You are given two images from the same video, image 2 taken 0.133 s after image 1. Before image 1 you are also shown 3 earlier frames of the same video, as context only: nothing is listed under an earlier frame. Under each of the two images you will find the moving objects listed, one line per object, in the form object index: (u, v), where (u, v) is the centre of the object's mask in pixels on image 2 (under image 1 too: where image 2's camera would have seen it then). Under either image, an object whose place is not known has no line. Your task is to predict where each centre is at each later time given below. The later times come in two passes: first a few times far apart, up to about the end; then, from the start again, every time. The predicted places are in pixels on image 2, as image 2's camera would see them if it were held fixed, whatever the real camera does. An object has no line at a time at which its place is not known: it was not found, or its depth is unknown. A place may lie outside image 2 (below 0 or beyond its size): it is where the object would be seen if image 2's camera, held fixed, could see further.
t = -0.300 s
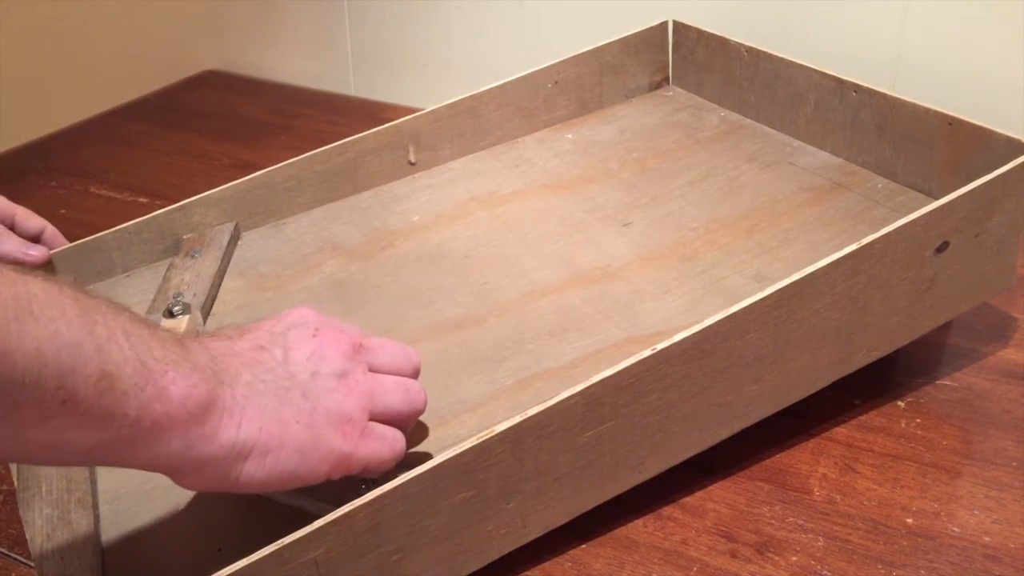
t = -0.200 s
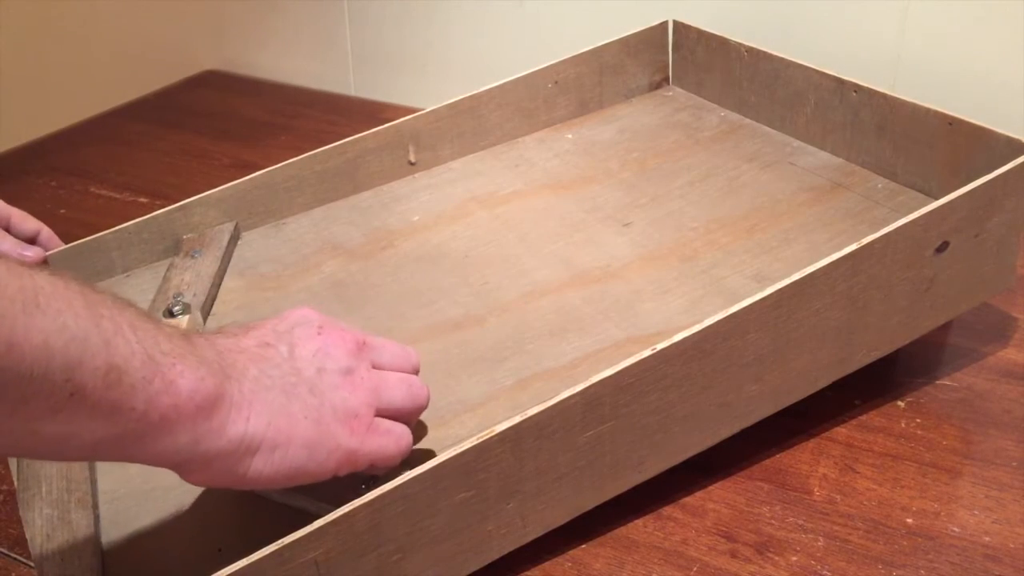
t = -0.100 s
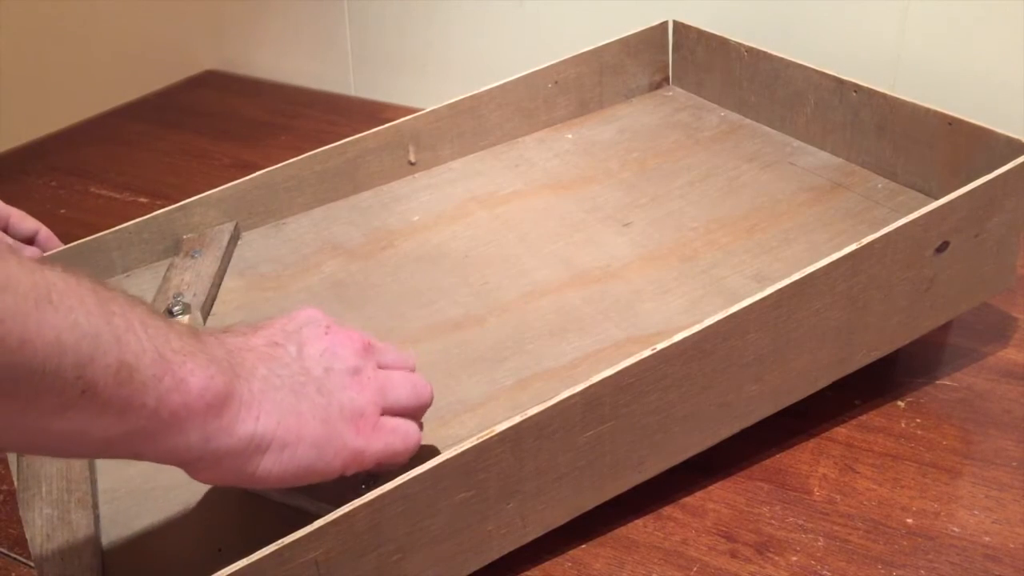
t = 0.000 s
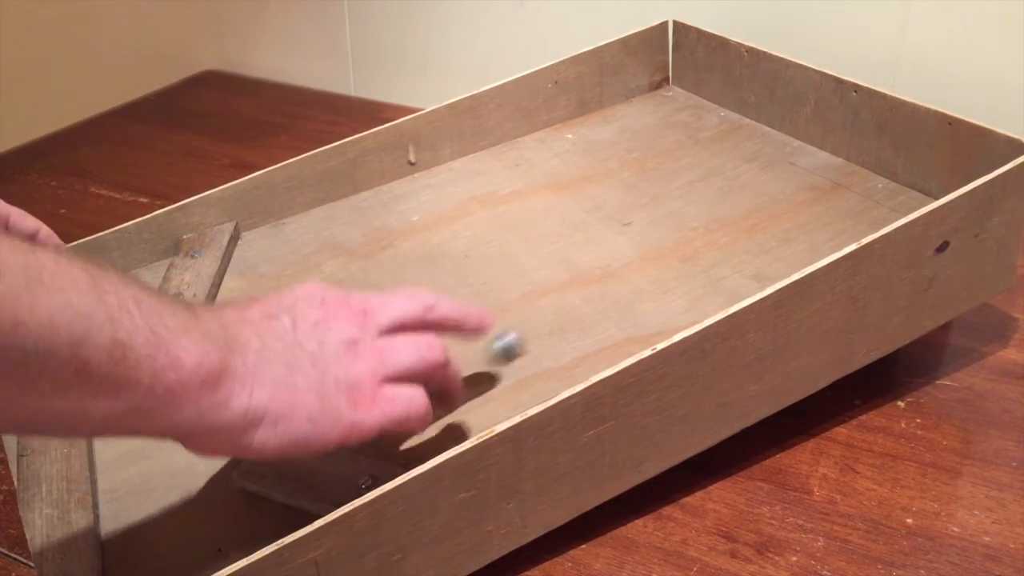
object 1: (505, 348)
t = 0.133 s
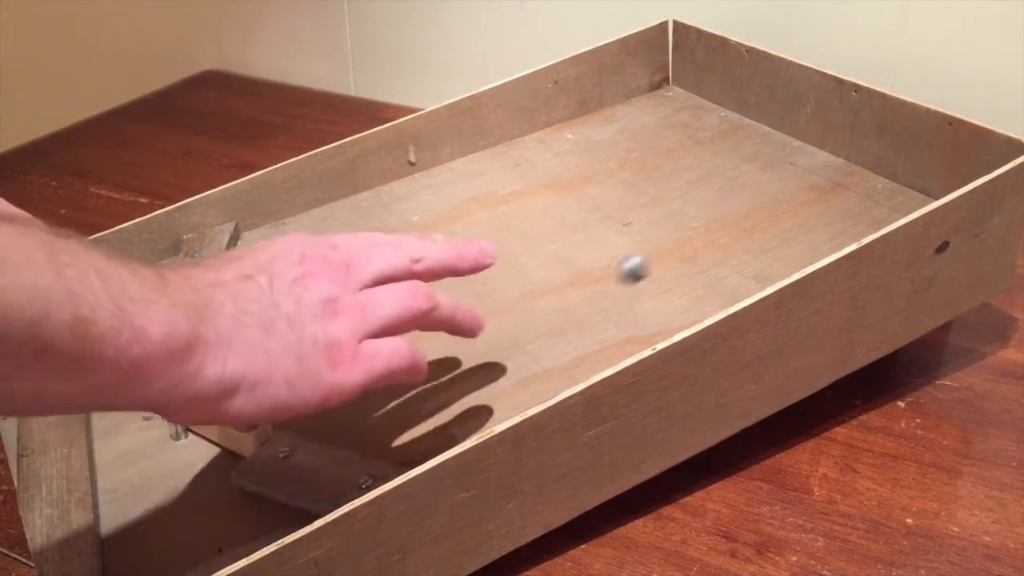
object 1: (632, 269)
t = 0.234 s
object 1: (703, 222)
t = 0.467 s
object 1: (812, 145)
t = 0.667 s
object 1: (741, 162)
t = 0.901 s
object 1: (620, 196)
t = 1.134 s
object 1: (441, 255)
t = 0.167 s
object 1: (657, 253)
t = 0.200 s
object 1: (682, 237)
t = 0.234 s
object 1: (703, 222)
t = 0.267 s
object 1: (724, 209)
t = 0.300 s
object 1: (742, 196)
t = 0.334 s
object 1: (758, 185)
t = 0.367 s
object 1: (773, 174)
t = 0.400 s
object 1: (788, 164)
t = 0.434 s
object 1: (800, 154)
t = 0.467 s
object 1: (812, 145)
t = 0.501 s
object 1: (801, 147)
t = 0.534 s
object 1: (789, 151)
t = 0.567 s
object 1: (779, 152)
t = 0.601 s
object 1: (767, 155)
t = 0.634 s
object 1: (754, 158)
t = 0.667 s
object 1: (741, 162)
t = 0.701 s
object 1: (726, 166)
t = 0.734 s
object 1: (711, 169)
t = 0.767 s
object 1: (695, 174)
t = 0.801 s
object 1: (678, 179)
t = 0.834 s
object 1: (660, 184)
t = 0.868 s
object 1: (640, 191)
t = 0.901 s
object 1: (620, 196)
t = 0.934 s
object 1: (599, 204)
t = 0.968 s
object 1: (576, 211)
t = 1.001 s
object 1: (552, 218)
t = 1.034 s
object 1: (527, 227)
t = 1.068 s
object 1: (499, 236)
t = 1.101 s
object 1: (471, 245)
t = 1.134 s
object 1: (441, 255)
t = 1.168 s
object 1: (409, 266)
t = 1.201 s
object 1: (375, 277)
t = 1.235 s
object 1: (340, 288)
